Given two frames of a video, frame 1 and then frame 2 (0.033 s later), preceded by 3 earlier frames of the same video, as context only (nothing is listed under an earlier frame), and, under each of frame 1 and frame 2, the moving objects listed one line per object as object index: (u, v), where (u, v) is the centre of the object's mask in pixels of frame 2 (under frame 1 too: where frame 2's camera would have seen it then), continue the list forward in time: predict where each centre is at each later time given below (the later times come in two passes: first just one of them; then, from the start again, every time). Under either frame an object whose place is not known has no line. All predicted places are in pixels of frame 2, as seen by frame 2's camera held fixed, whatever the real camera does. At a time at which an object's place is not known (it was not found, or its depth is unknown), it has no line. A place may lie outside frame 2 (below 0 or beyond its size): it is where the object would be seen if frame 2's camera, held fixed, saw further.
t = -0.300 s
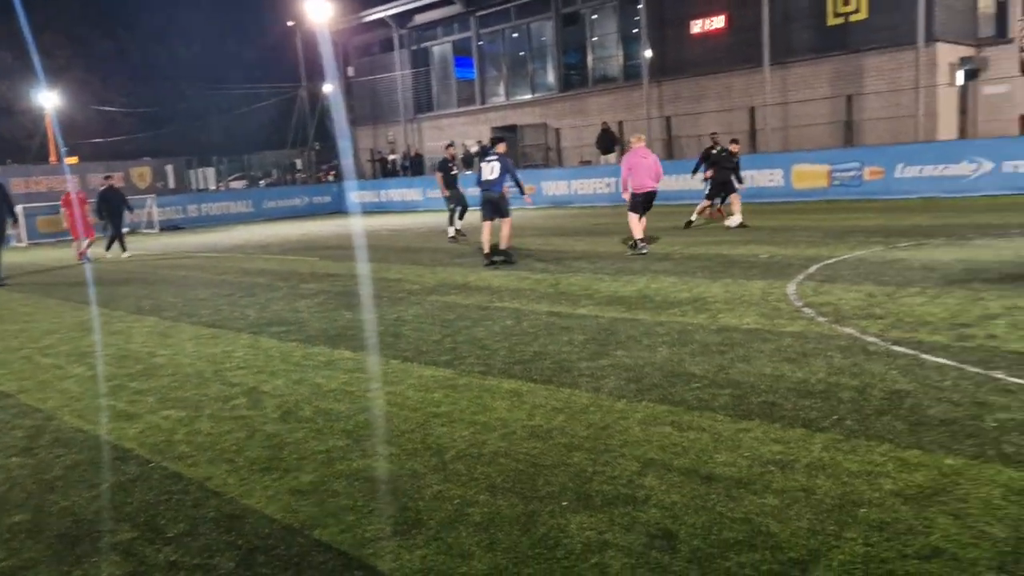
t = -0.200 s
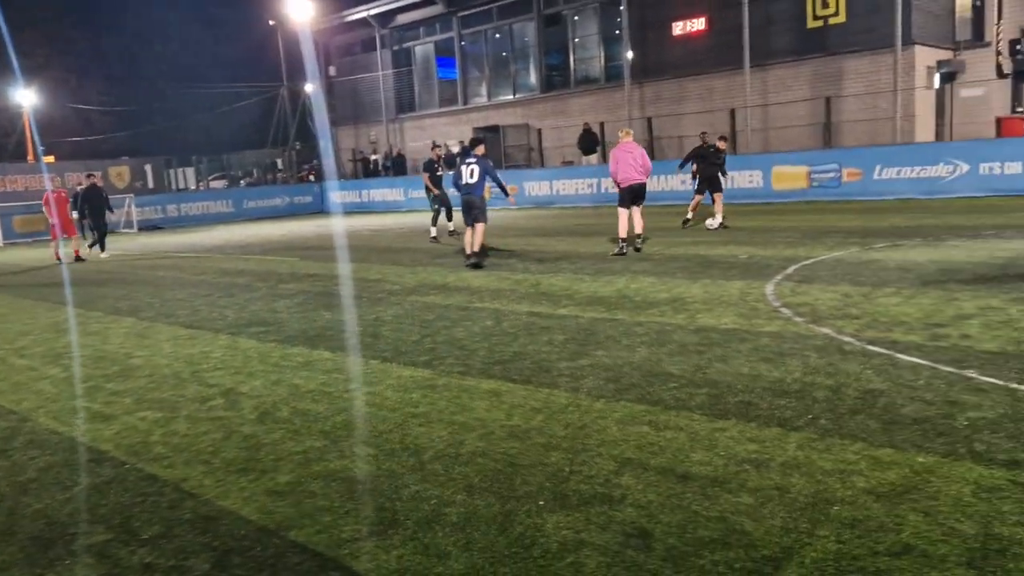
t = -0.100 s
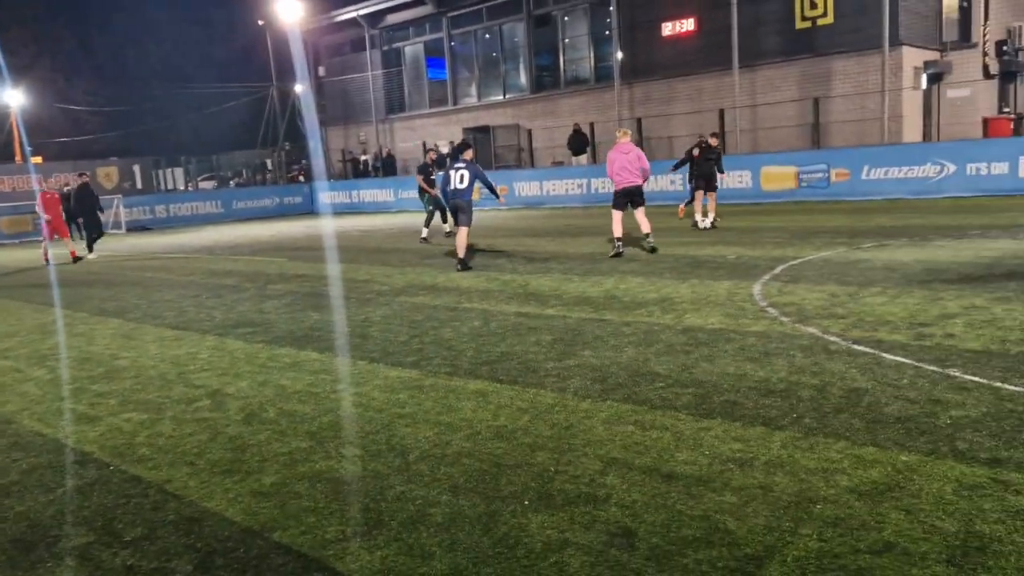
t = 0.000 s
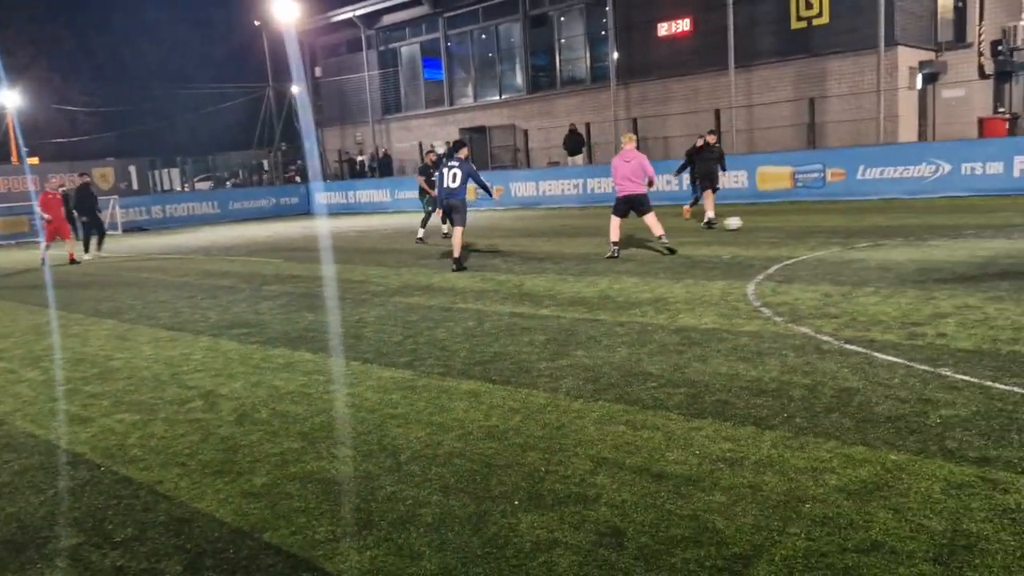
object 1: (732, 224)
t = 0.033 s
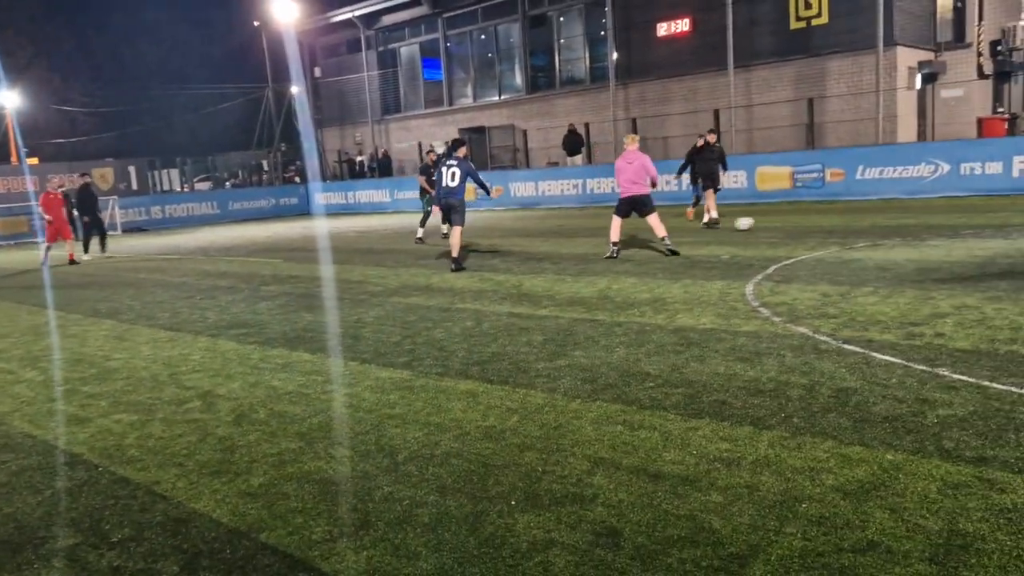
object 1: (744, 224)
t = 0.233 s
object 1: (820, 225)
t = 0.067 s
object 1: (757, 224)
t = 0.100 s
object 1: (769, 225)
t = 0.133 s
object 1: (782, 224)
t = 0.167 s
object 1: (795, 225)
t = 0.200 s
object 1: (807, 226)
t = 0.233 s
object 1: (820, 225)
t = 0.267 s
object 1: (831, 225)
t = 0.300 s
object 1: (844, 225)
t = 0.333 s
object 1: (858, 226)
